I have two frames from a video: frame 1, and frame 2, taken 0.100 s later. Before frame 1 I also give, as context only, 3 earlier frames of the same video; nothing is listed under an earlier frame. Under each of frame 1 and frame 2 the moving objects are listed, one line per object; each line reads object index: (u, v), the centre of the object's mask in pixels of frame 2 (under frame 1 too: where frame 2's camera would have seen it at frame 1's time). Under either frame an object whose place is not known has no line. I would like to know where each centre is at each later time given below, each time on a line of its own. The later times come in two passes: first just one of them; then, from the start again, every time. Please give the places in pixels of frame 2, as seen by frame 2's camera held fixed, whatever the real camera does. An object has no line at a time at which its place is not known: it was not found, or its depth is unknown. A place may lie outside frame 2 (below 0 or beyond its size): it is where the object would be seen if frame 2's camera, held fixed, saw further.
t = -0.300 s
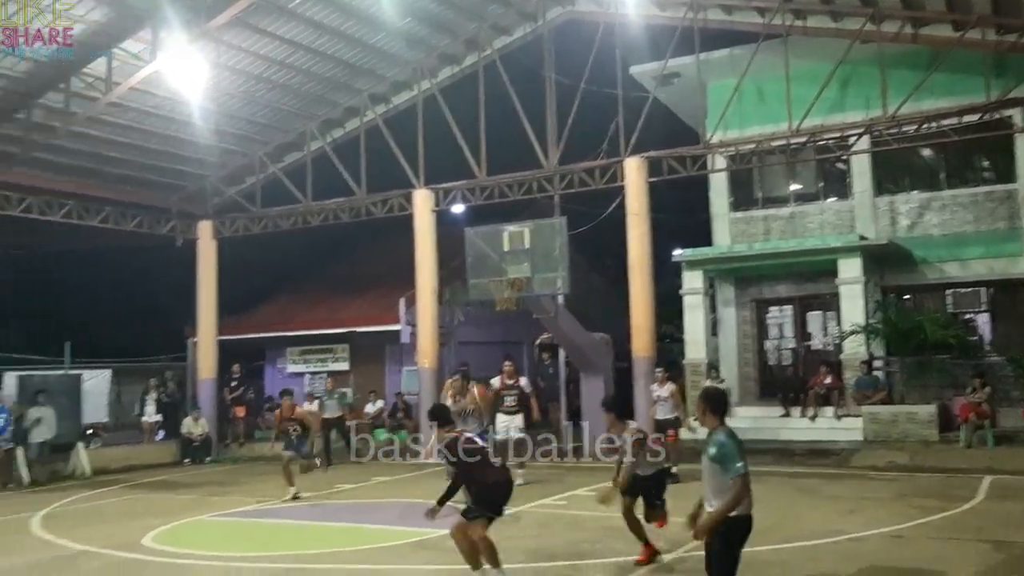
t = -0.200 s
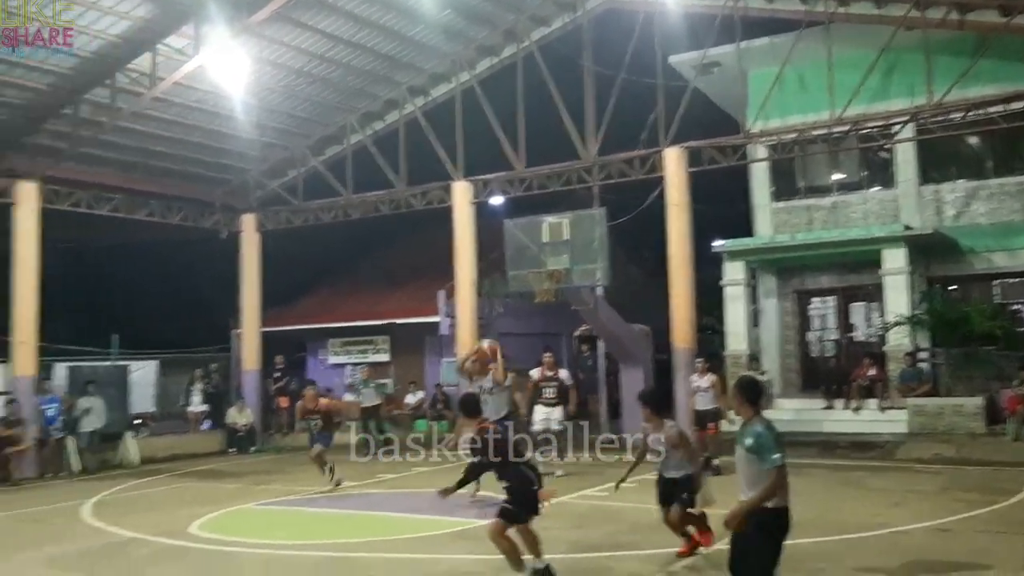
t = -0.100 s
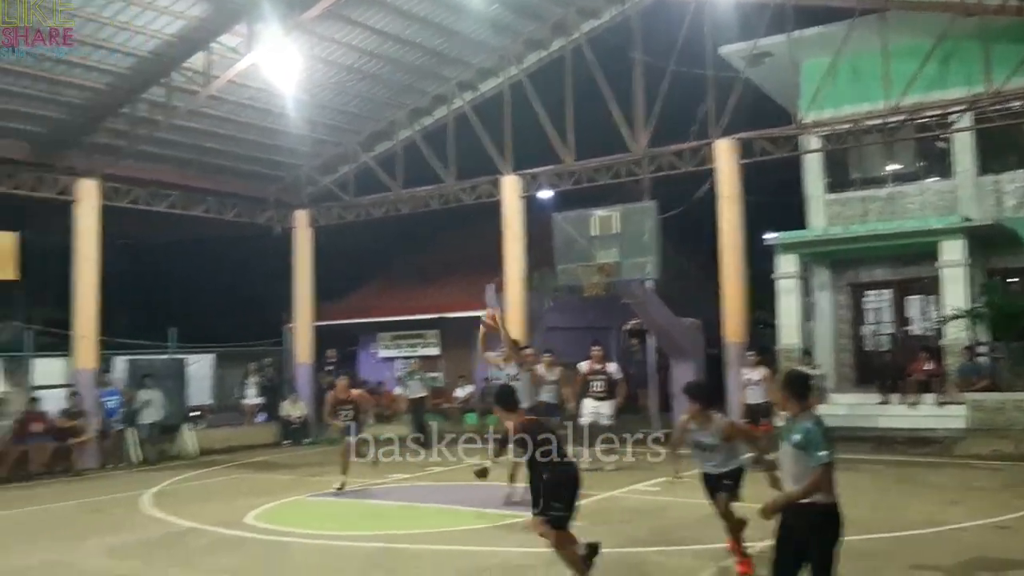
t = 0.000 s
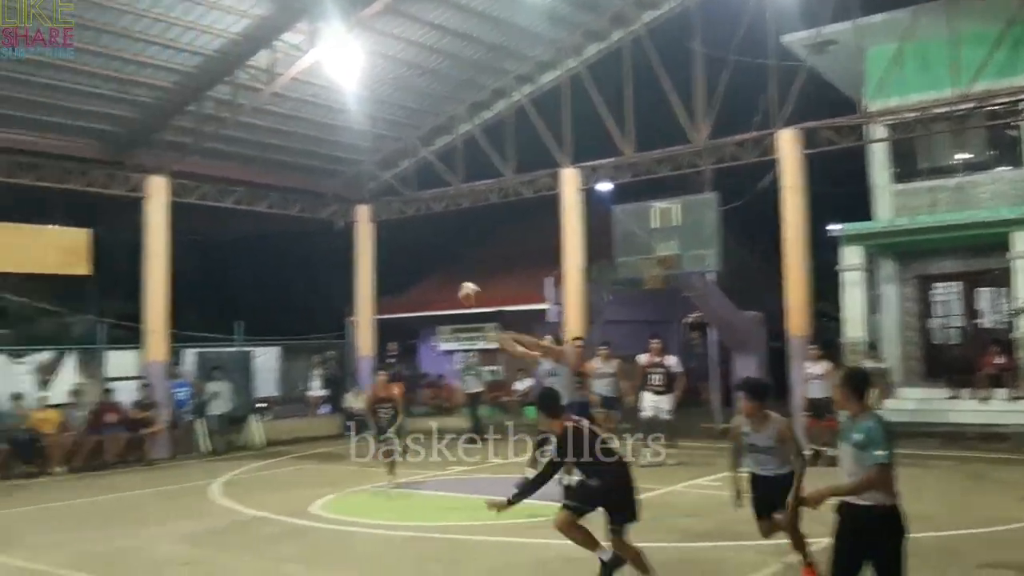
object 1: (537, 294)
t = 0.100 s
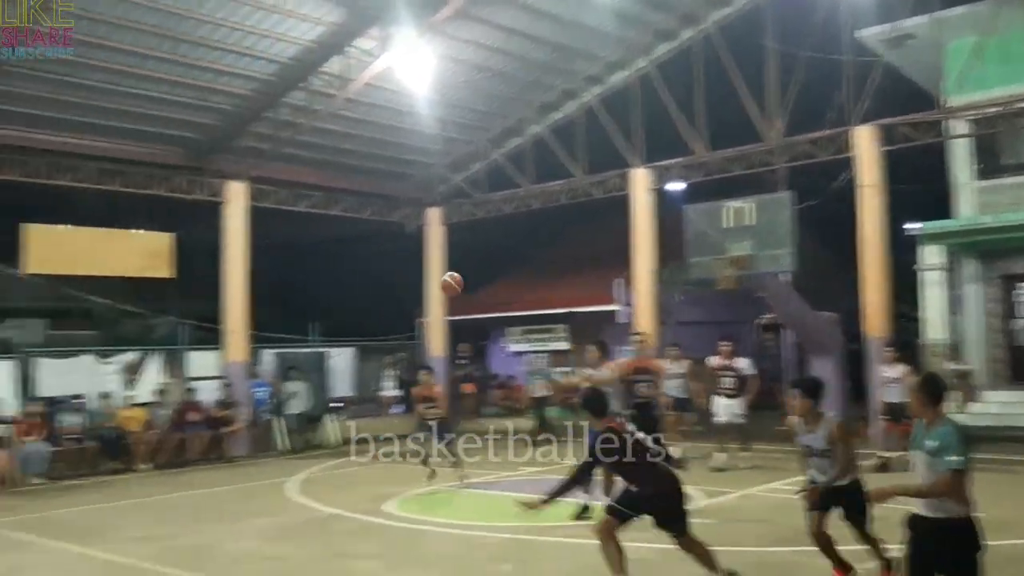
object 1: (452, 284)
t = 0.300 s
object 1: (259, 288)
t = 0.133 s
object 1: (421, 281)
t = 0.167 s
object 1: (390, 281)
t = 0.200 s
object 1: (358, 281)
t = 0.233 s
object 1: (326, 282)
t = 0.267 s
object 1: (293, 284)
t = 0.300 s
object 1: (259, 288)
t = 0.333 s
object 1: (224, 292)
